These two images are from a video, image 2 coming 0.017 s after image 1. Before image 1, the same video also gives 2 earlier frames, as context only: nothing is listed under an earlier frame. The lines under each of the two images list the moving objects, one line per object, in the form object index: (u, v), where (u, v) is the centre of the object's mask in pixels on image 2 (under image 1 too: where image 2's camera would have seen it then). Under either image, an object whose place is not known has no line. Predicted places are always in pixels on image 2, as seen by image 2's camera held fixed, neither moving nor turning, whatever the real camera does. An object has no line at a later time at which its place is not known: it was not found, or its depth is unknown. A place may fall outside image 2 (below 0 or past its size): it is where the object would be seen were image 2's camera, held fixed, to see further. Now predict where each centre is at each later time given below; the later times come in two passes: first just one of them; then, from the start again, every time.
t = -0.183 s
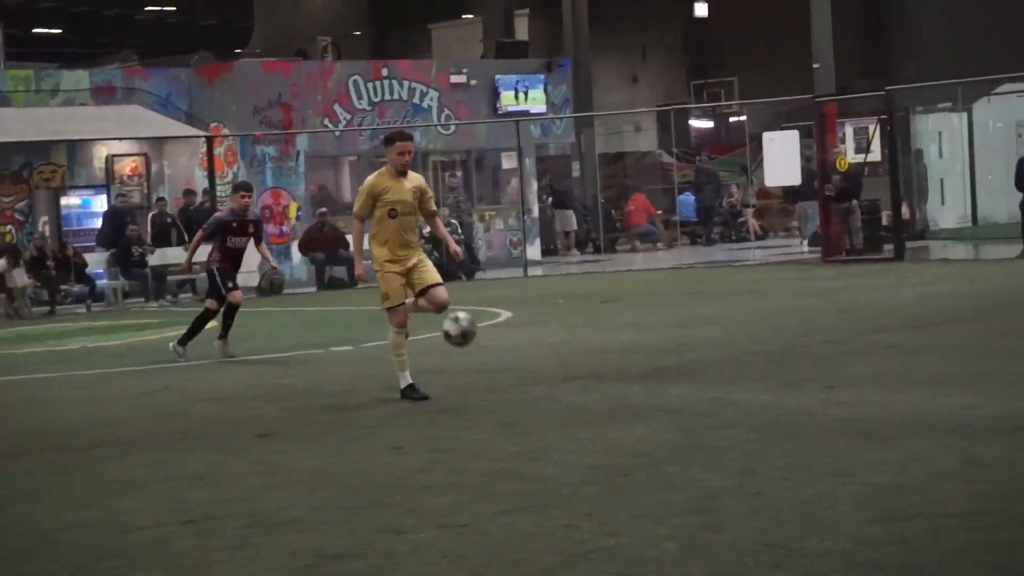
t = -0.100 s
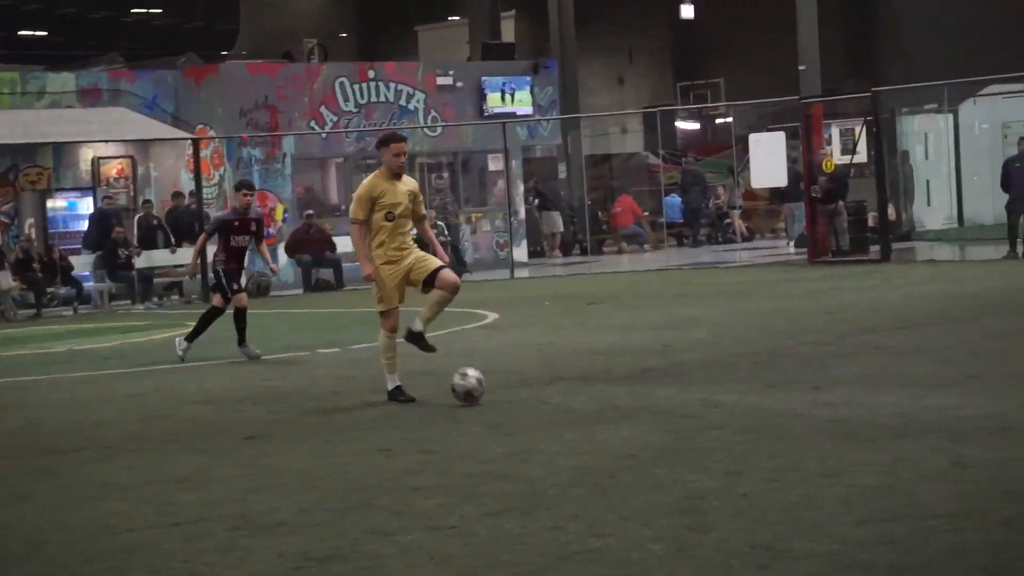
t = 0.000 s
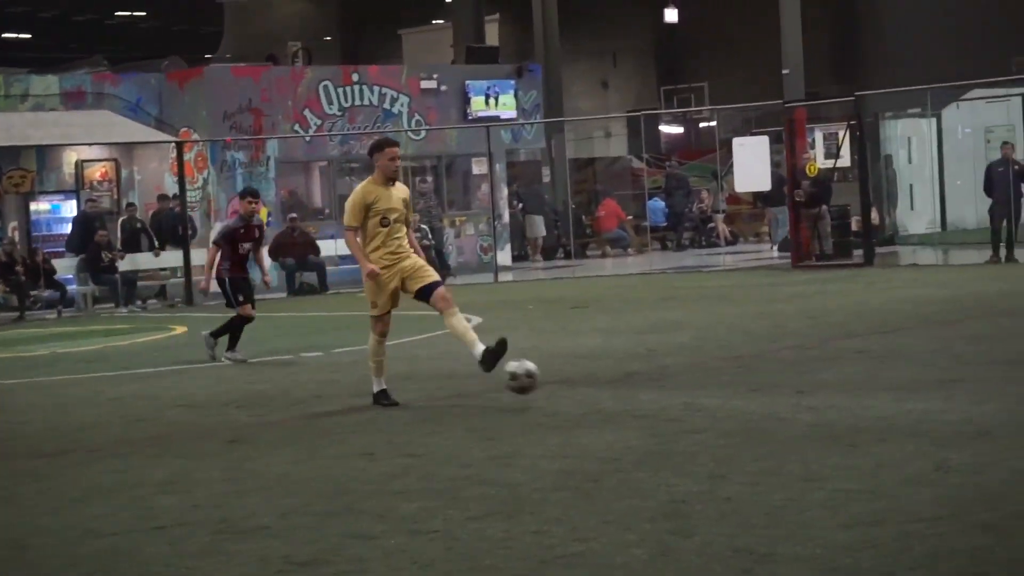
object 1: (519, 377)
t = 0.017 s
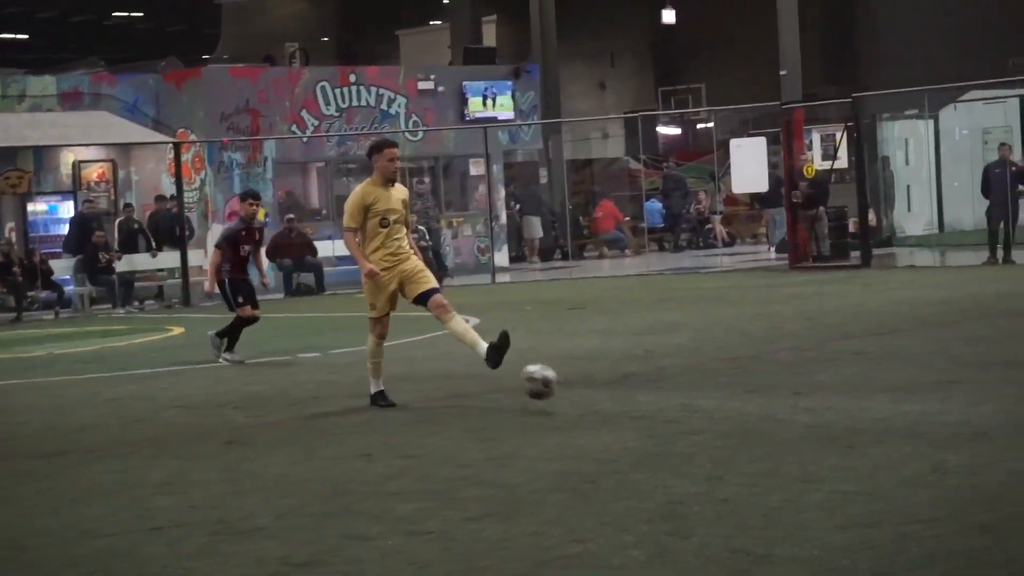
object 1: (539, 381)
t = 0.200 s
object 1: (749, 378)
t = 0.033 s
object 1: (559, 386)
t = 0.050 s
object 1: (581, 393)
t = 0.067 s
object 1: (602, 398)
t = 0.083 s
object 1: (622, 397)
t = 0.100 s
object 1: (639, 392)
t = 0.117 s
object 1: (657, 388)
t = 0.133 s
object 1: (674, 386)
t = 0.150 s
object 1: (693, 383)
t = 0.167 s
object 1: (712, 380)
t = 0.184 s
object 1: (730, 379)
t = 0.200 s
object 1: (749, 378)
